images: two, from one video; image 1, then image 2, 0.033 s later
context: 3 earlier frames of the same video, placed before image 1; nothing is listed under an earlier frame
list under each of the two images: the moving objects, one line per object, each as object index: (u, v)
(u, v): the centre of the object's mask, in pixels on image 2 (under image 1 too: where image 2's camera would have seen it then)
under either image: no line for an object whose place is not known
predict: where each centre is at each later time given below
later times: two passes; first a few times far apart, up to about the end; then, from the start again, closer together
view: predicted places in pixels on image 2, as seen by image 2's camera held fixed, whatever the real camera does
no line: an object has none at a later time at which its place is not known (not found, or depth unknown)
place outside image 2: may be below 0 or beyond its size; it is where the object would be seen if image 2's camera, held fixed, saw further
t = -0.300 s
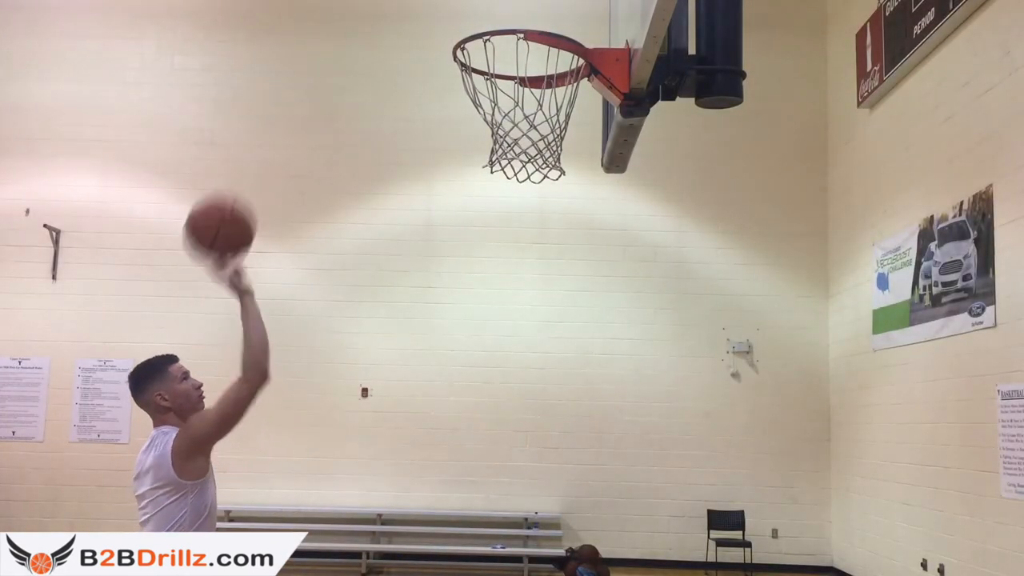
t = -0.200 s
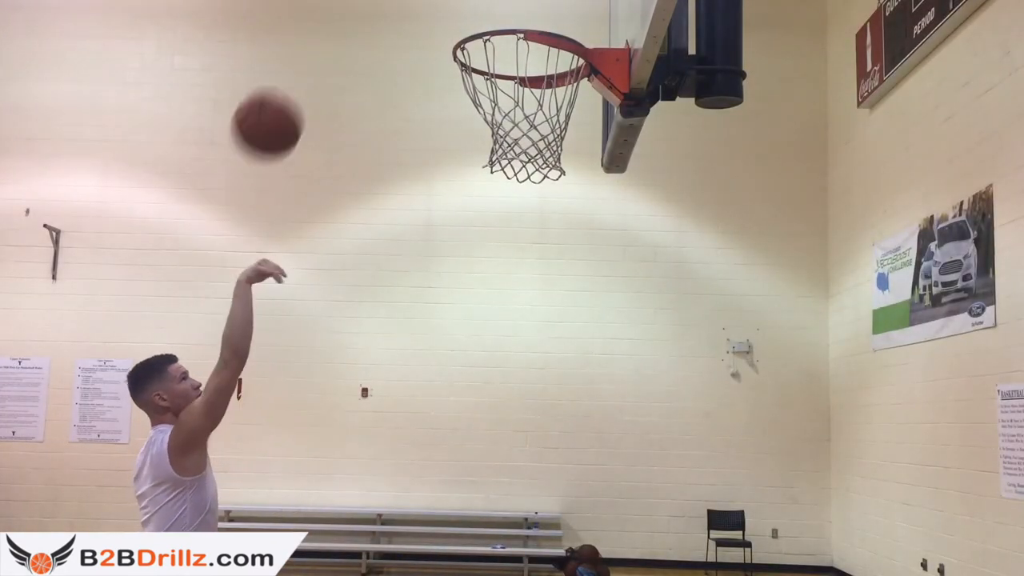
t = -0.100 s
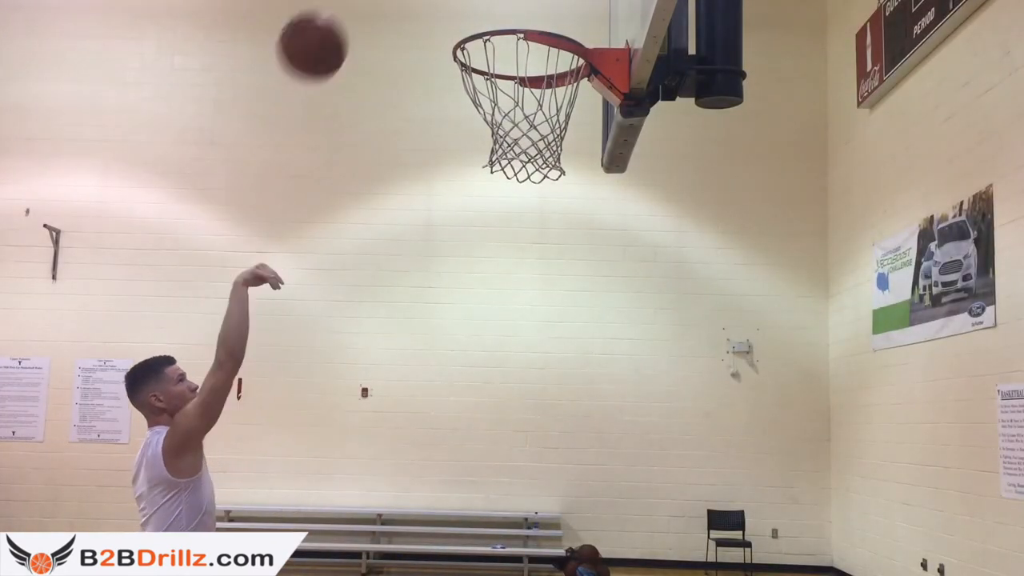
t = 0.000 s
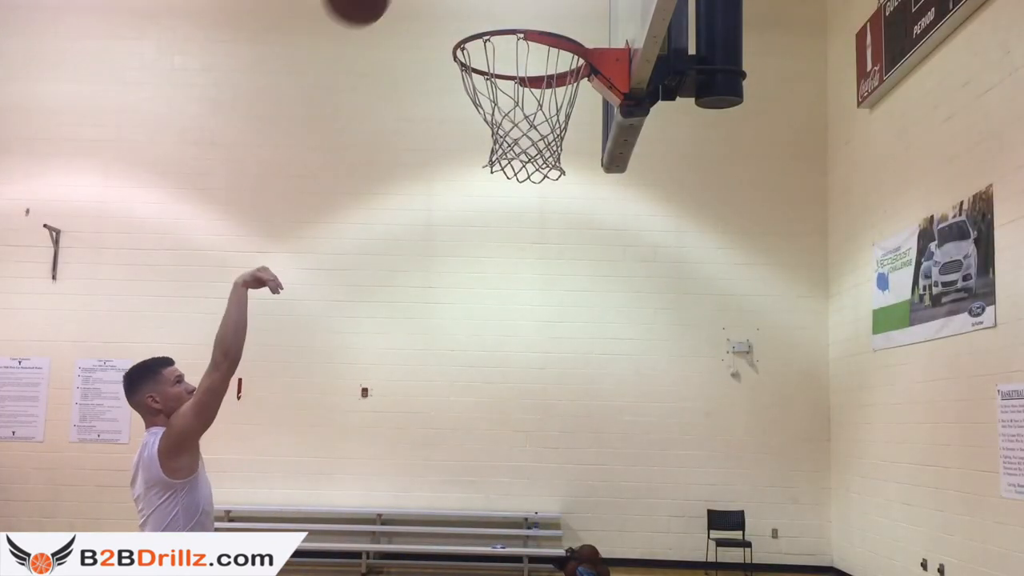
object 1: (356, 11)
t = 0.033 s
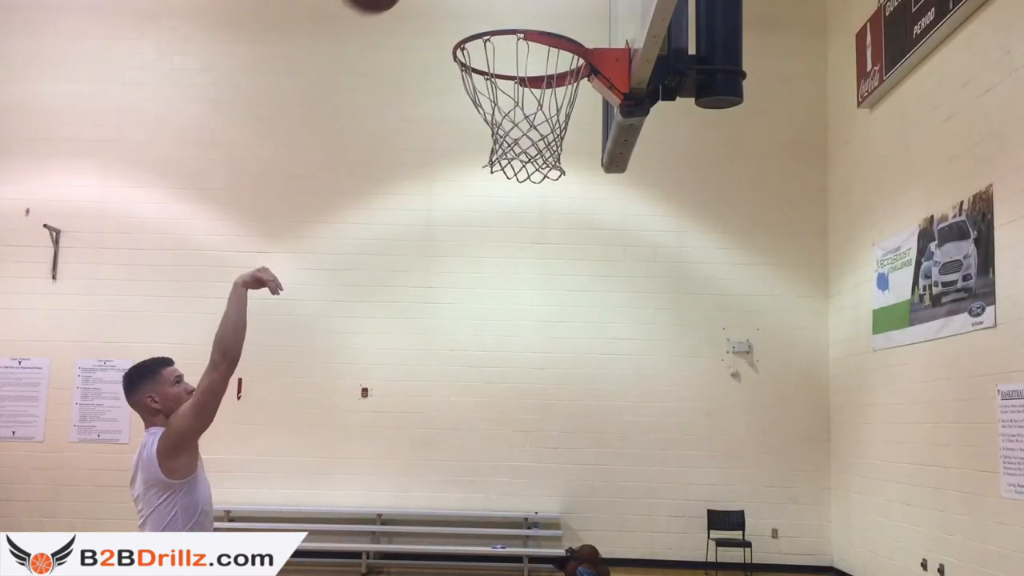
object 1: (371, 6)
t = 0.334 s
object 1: (497, 12)
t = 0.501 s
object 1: (549, 96)
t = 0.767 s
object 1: (545, 334)
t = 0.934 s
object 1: (539, 557)
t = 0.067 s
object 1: (386, 2)
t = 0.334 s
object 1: (497, 12)
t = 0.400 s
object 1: (524, 29)
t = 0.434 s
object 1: (538, 52)
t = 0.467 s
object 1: (543, 74)
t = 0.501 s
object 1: (549, 96)
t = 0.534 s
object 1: (551, 124)
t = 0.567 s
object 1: (552, 147)
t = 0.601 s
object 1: (550, 173)
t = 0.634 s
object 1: (549, 197)
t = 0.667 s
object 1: (548, 226)
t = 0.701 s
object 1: (547, 258)
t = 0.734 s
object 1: (546, 295)
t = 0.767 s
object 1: (545, 334)
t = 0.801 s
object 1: (544, 375)
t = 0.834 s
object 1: (542, 420)
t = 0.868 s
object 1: (541, 467)
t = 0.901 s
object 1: (541, 514)
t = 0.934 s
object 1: (539, 557)
